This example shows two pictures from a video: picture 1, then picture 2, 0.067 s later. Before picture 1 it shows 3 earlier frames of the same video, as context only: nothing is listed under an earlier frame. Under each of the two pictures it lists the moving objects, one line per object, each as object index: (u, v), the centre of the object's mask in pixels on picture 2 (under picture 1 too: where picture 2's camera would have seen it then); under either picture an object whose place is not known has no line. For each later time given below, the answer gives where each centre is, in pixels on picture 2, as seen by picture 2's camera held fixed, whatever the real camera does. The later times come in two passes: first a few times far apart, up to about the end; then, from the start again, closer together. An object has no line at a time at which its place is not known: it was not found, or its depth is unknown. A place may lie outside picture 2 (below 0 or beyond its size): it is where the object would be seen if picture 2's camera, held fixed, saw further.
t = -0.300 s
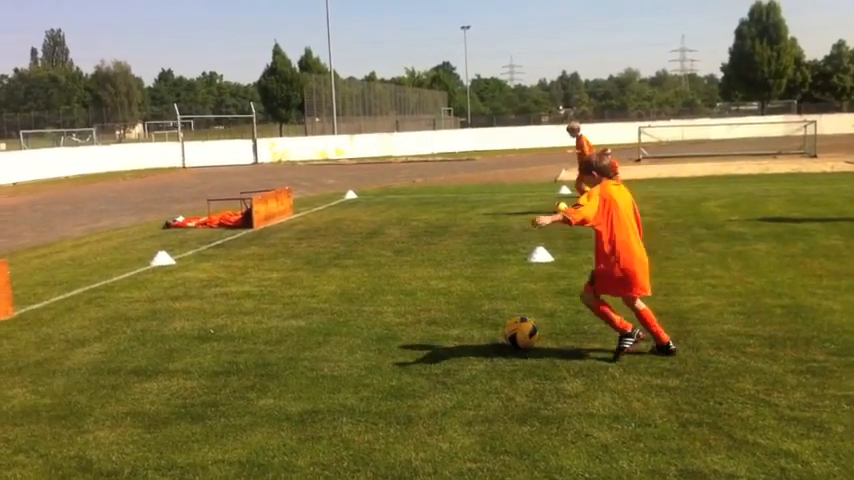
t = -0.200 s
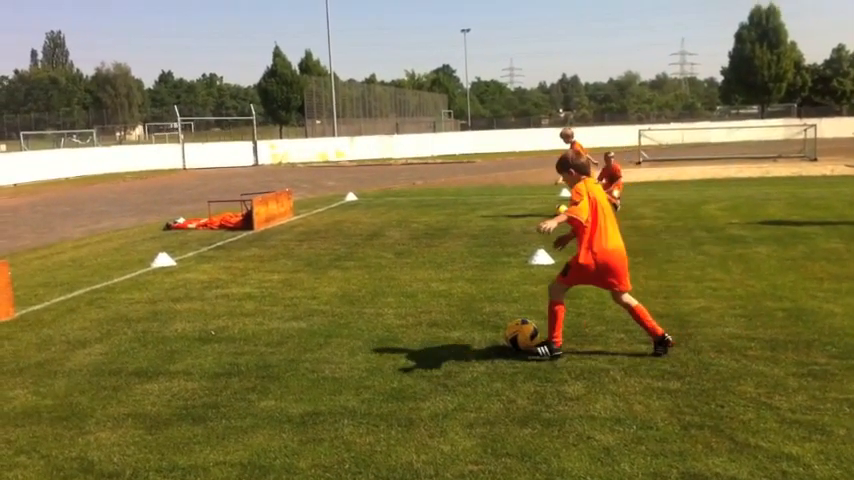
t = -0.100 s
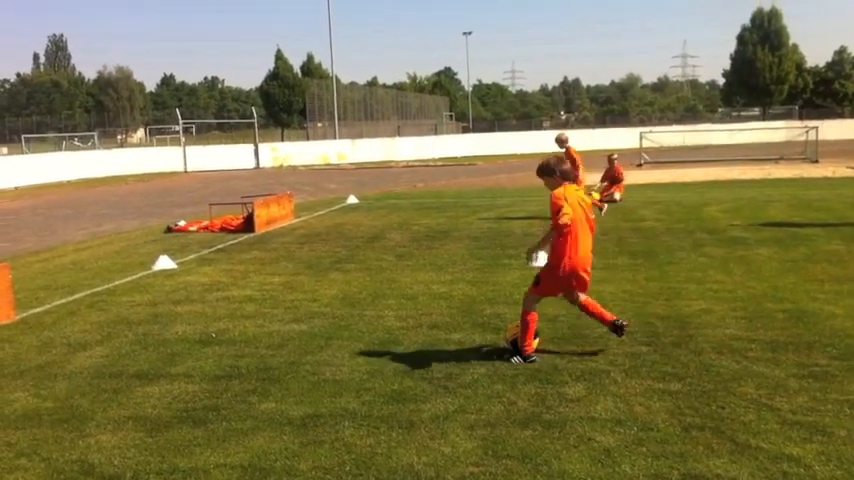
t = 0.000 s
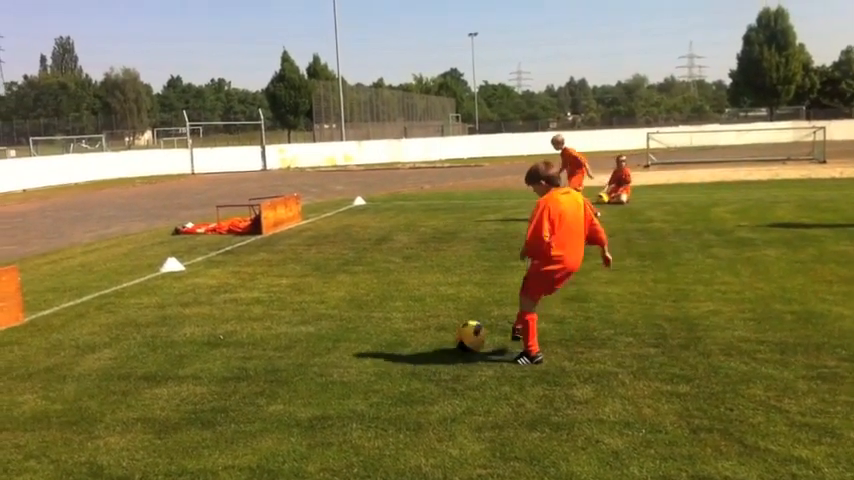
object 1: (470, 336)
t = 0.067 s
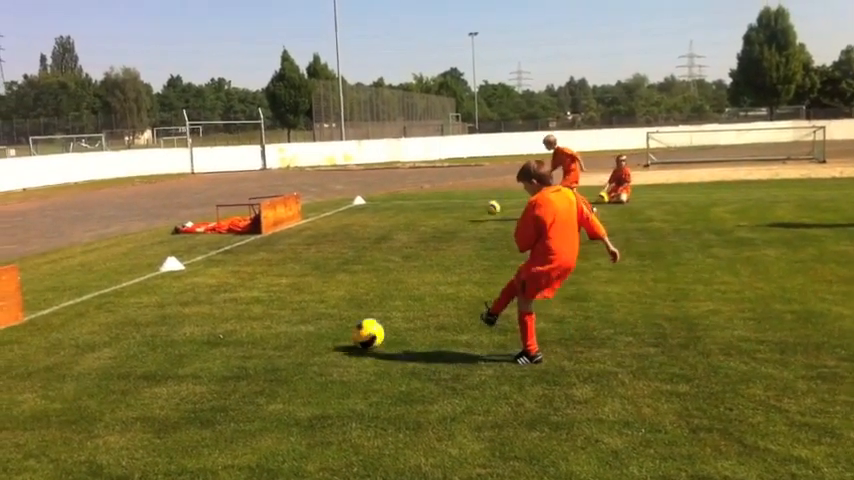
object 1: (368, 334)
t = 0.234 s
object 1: (155, 334)
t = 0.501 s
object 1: (-8, 315)
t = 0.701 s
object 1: (116, 284)
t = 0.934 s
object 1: (260, 326)
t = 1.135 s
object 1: (307, 308)
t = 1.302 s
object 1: (339, 320)
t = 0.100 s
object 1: (321, 335)
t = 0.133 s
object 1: (276, 334)
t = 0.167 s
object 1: (233, 334)
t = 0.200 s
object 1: (192, 335)
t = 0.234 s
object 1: (155, 334)
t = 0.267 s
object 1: (121, 332)
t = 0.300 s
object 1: (89, 332)
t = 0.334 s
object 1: (58, 331)
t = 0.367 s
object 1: (28, 332)
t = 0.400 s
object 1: (1, 332)
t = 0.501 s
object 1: (-8, 315)
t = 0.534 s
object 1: (2, 306)
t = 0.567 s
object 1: (38, 293)
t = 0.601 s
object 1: (57, 289)
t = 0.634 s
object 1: (76, 287)
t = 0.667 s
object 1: (96, 285)
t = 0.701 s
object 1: (116, 284)
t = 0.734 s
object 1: (135, 286)
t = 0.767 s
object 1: (156, 288)
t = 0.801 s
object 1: (176, 292)
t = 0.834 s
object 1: (197, 298)
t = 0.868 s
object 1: (217, 305)
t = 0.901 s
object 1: (239, 315)
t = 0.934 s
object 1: (260, 326)
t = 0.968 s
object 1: (277, 333)
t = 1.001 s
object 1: (283, 326)
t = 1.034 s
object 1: (289, 319)
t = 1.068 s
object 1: (295, 313)
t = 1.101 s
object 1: (301, 310)
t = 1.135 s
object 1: (307, 308)
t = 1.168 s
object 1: (313, 307)
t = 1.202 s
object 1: (320, 308)
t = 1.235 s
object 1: (326, 311)
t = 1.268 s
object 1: (333, 315)
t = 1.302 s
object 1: (339, 320)
